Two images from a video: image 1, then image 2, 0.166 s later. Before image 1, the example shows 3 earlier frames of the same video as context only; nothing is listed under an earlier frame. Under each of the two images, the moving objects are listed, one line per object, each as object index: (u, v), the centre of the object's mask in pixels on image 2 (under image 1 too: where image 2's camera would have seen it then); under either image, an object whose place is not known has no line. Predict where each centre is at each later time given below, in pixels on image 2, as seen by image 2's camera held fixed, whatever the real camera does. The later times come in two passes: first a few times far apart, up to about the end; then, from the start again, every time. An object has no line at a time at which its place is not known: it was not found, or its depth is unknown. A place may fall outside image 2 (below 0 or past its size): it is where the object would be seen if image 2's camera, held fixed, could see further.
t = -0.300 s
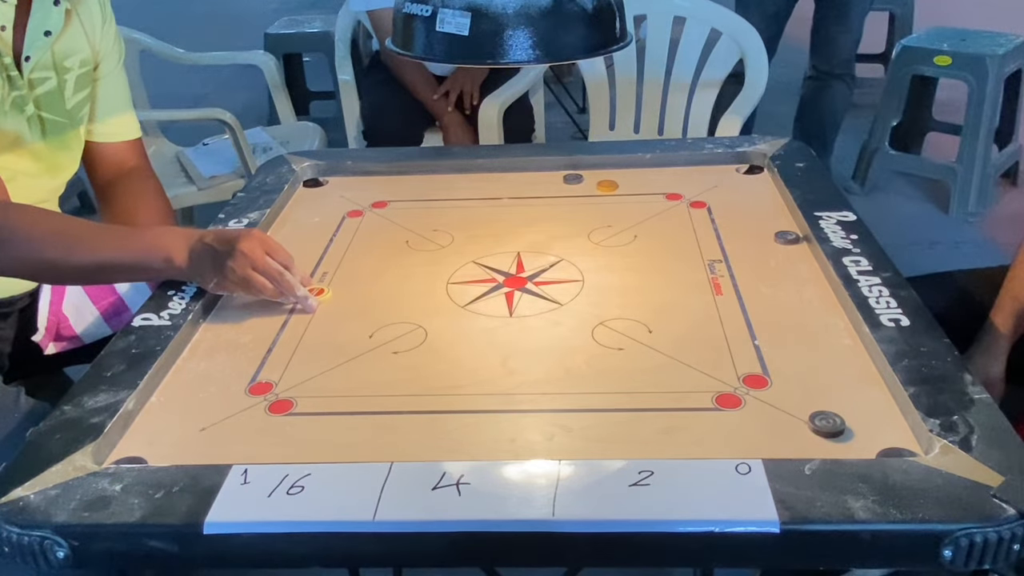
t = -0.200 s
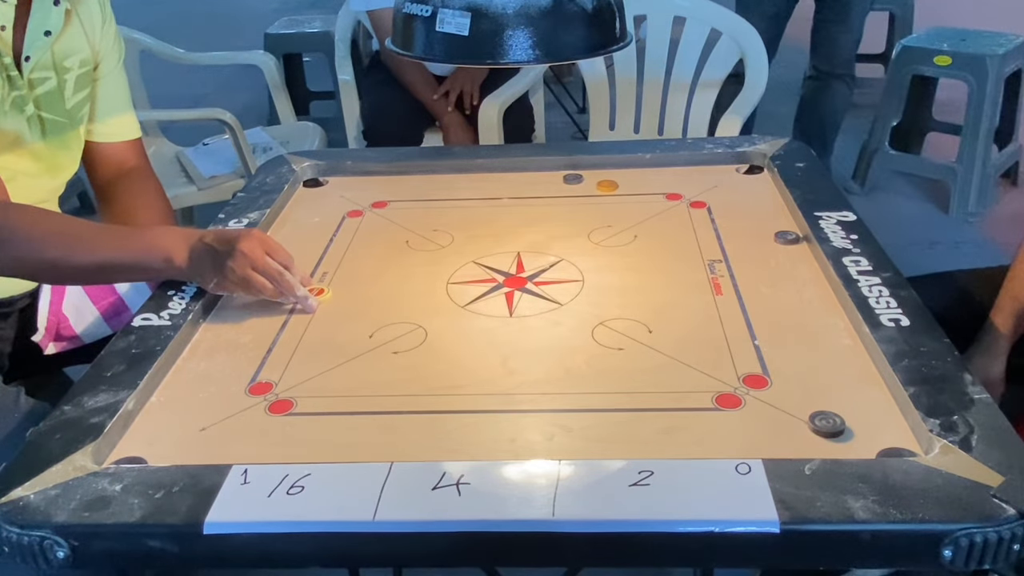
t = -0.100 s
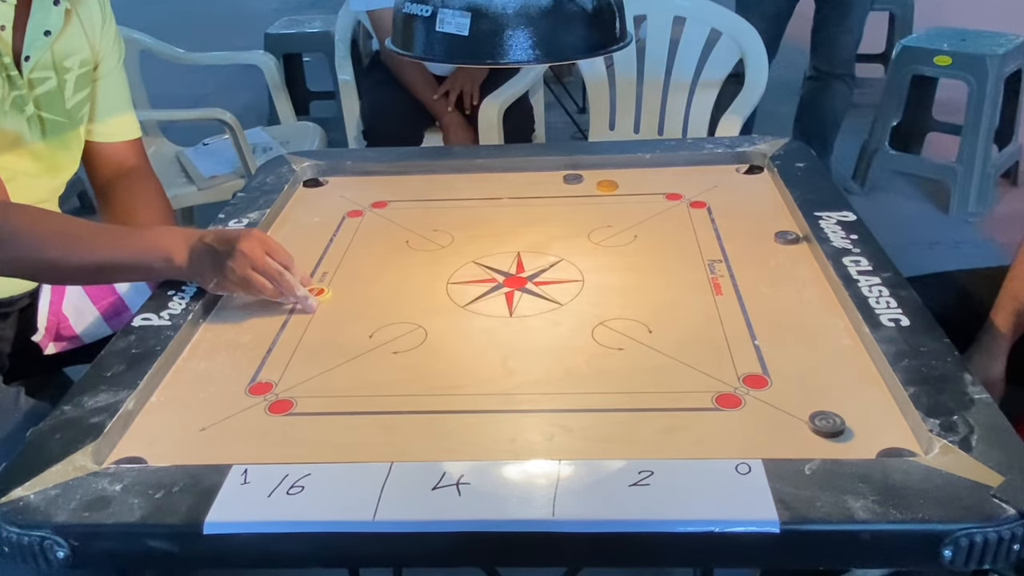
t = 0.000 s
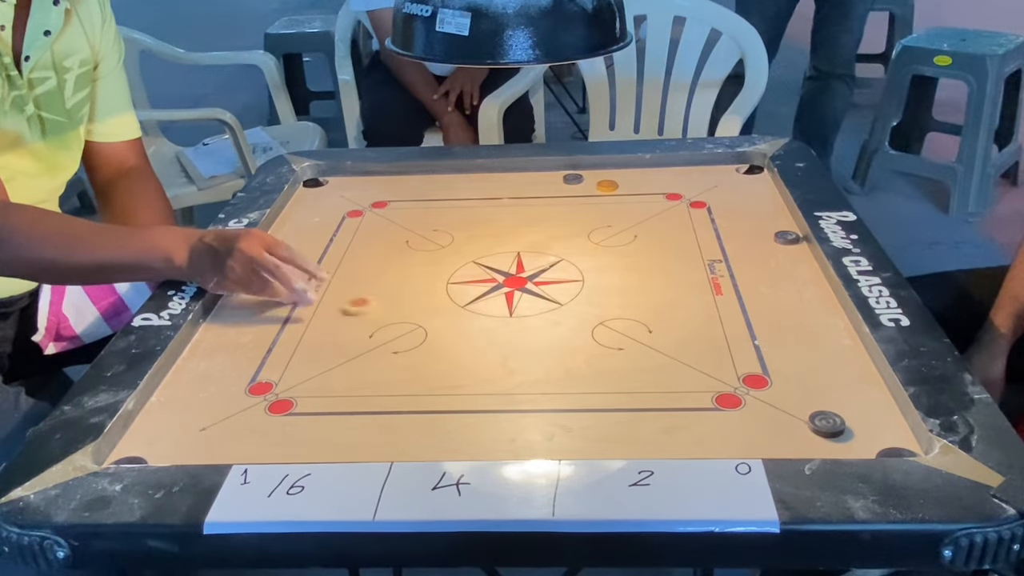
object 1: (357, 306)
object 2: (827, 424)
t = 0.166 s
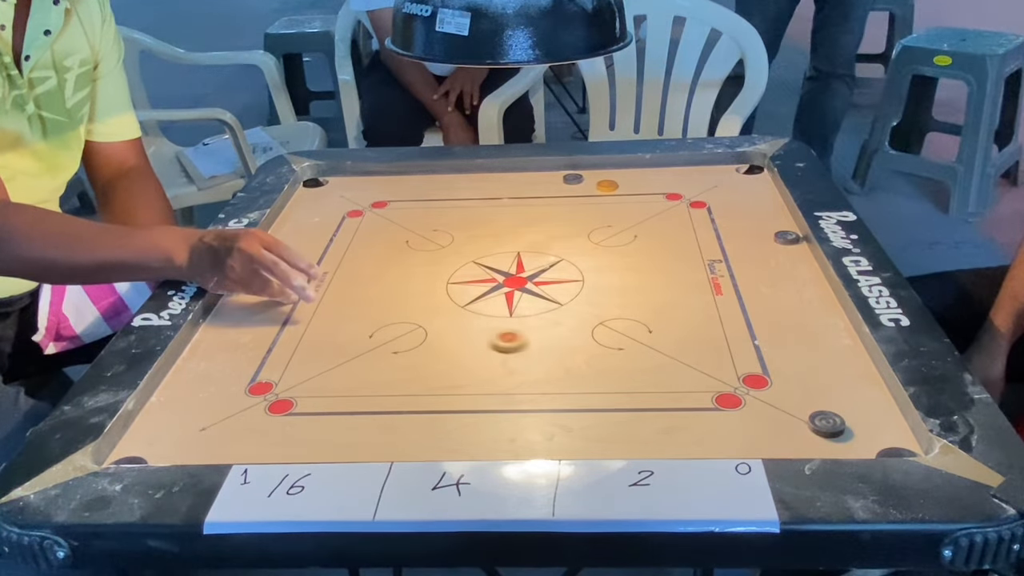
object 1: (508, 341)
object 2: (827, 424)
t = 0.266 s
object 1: (597, 362)
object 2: (827, 424)
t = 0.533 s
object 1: (808, 407)
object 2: (845, 433)
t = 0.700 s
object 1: (859, 408)
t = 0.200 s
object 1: (538, 348)
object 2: (827, 424)
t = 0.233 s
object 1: (568, 355)
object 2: (827, 424)
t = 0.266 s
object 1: (597, 362)
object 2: (827, 424)
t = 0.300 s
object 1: (625, 369)
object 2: (827, 424)
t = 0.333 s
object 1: (656, 375)
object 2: (827, 424)
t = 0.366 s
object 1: (684, 383)
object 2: (827, 424)
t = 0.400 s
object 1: (711, 388)
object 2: (827, 424)
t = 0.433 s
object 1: (740, 393)
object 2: (827, 424)
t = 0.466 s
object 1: (764, 399)
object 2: (827, 424)
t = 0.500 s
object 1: (791, 405)
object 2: (827, 424)
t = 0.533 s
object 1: (808, 407)
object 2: (845, 433)
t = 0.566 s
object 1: (821, 407)
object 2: (868, 445)
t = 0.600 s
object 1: (833, 407)
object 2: (889, 451)
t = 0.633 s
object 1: (843, 408)
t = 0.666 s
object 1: (852, 408)
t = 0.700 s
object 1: (859, 408)
